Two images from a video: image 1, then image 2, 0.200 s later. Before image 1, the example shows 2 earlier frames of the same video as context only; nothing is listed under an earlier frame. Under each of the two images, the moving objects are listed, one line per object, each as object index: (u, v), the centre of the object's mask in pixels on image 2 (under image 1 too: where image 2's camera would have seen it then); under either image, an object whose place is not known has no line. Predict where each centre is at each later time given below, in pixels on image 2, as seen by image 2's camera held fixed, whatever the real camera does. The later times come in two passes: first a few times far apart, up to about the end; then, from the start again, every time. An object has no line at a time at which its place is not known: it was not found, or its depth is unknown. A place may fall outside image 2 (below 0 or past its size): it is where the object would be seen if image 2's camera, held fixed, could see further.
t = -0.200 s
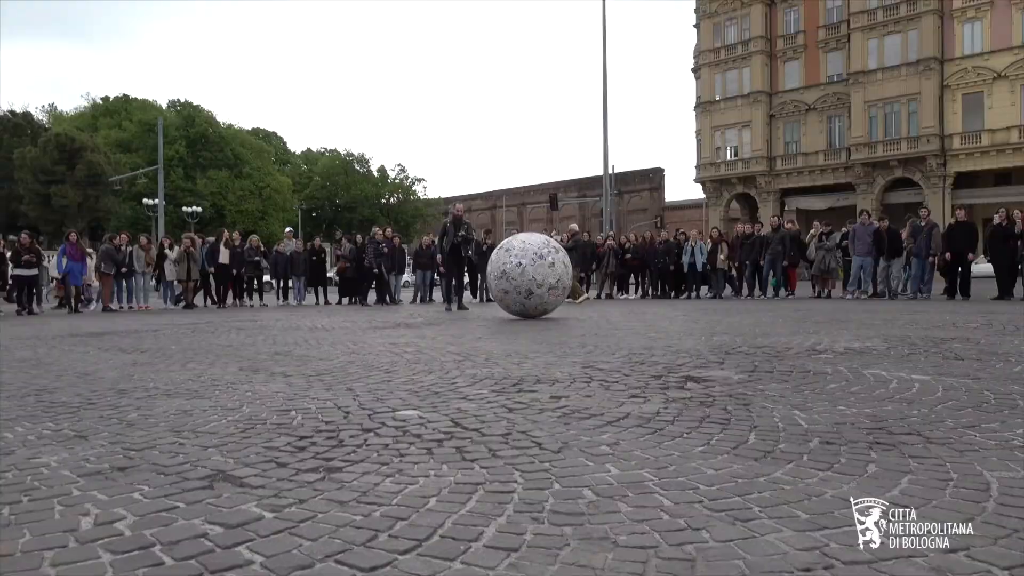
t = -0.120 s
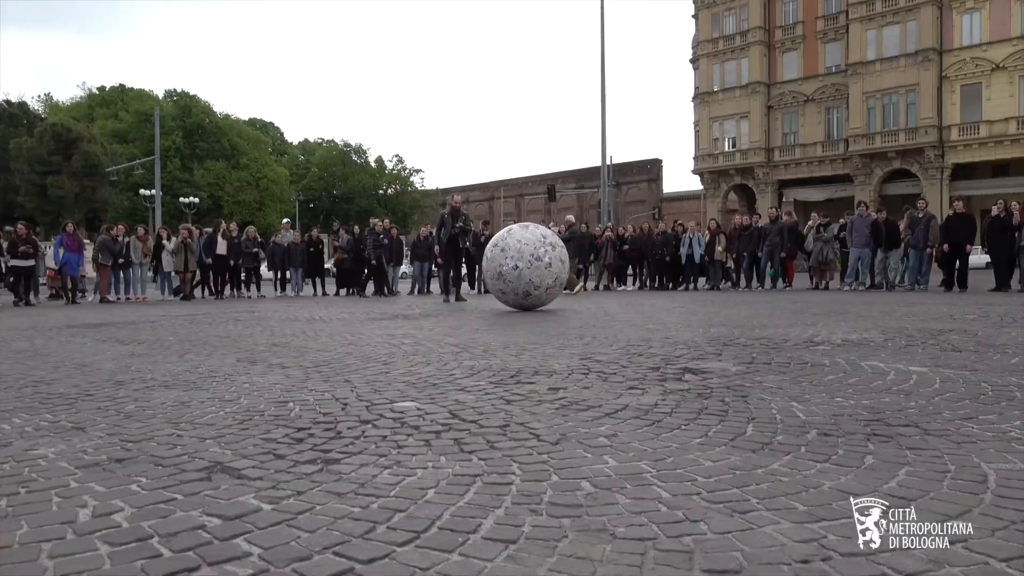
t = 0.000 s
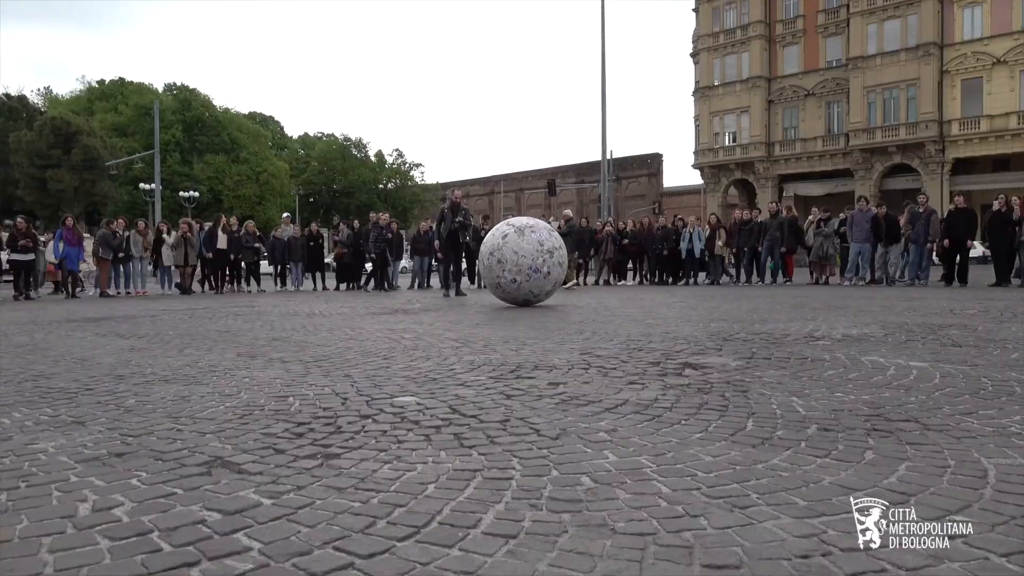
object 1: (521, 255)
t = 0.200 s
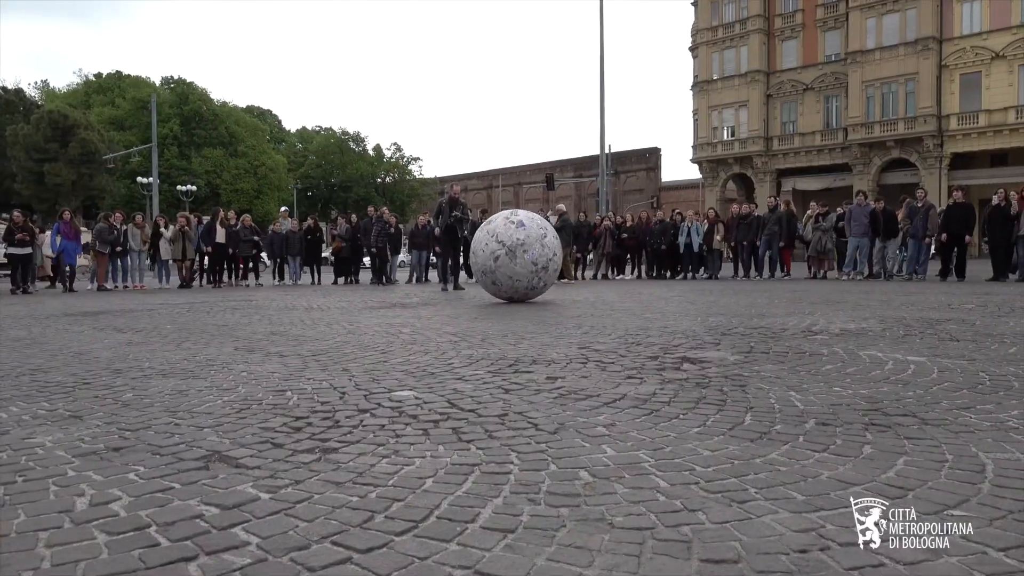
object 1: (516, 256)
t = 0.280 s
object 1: (514, 255)
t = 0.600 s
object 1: (503, 256)
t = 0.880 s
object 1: (492, 256)
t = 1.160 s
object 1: (478, 256)
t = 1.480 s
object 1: (459, 256)
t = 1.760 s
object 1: (440, 255)
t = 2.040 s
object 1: (420, 255)
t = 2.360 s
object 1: (394, 255)
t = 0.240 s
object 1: (515, 255)
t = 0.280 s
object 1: (514, 255)
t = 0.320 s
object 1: (513, 255)
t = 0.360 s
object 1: (511, 256)
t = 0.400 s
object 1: (510, 256)
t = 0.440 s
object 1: (509, 256)
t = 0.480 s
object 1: (507, 256)
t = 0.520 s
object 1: (506, 256)
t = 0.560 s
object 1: (504, 256)
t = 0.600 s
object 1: (503, 256)
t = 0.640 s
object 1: (502, 256)
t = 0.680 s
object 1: (500, 256)
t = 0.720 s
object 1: (498, 256)
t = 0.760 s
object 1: (497, 256)
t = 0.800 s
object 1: (495, 256)
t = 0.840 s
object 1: (494, 256)
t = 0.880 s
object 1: (492, 256)
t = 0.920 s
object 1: (490, 256)
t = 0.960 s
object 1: (488, 256)
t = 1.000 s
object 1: (486, 256)
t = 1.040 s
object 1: (484, 256)
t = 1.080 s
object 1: (482, 256)
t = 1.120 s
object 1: (480, 256)
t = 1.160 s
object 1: (478, 256)
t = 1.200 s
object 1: (476, 256)
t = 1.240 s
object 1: (474, 256)
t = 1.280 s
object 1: (471, 256)
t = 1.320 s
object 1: (469, 256)
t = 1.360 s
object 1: (467, 256)
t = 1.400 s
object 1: (464, 256)
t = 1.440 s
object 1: (462, 256)
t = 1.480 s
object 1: (459, 256)
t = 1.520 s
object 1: (457, 255)
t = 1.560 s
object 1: (454, 255)
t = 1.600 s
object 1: (451, 255)
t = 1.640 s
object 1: (449, 255)
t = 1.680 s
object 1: (446, 255)
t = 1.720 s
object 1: (443, 255)
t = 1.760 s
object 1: (440, 255)
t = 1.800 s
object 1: (437, 255)
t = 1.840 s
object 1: (435, 255)
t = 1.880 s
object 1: (432, 255)
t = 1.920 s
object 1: (429, 255)
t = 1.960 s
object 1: (426, 255)
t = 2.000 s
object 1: (423, 255)
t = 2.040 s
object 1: (420, 255)
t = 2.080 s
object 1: (417, 255)
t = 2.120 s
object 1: (414, 255)
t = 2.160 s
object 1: (410, 254)
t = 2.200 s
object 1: (407, 254)
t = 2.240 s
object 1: (404, 254)
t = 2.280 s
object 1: (401, 255)
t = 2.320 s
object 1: (398, 255)
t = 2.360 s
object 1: (394, 255)
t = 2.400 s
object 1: (391, 255)
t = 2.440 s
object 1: (387, 255)
